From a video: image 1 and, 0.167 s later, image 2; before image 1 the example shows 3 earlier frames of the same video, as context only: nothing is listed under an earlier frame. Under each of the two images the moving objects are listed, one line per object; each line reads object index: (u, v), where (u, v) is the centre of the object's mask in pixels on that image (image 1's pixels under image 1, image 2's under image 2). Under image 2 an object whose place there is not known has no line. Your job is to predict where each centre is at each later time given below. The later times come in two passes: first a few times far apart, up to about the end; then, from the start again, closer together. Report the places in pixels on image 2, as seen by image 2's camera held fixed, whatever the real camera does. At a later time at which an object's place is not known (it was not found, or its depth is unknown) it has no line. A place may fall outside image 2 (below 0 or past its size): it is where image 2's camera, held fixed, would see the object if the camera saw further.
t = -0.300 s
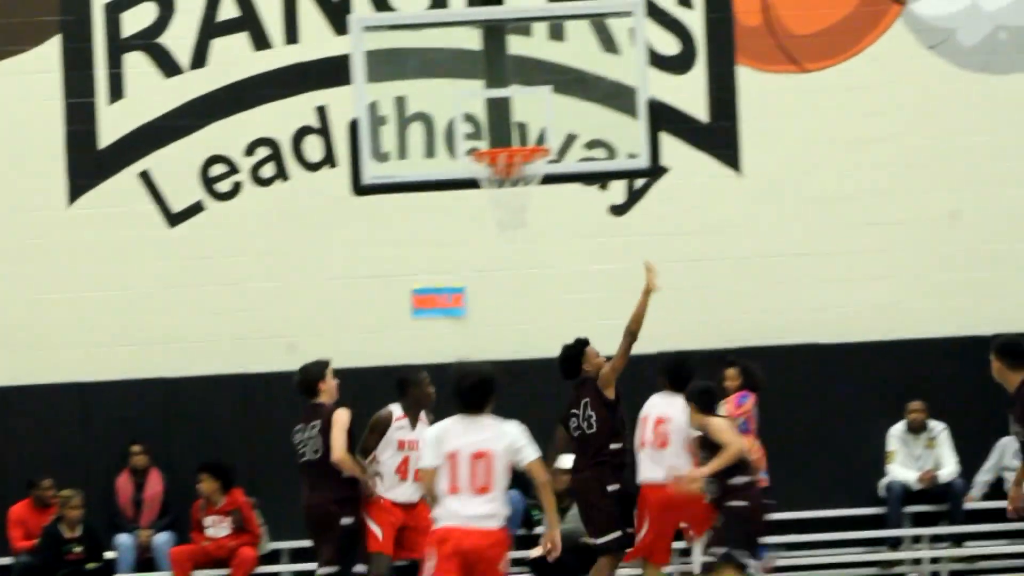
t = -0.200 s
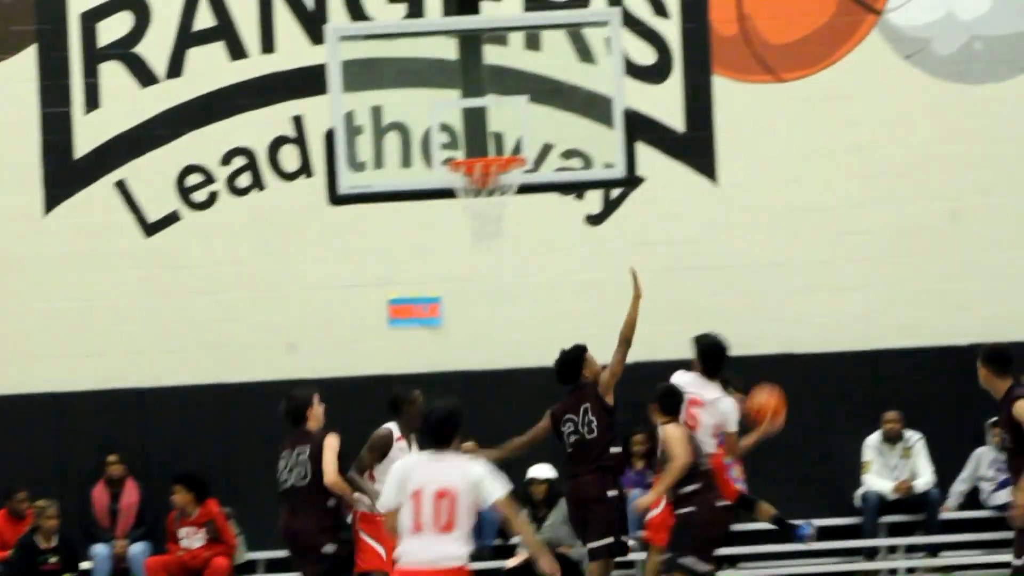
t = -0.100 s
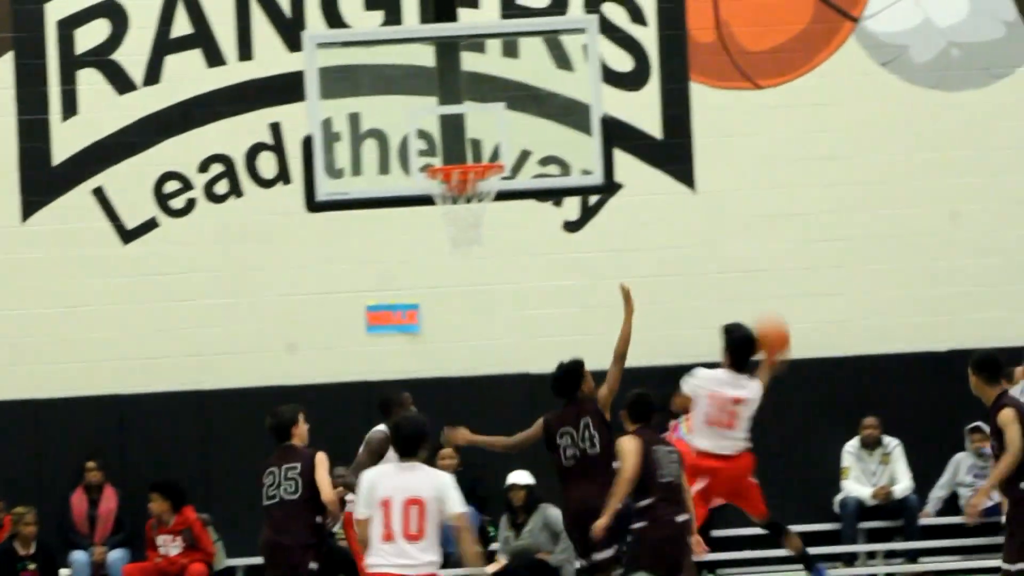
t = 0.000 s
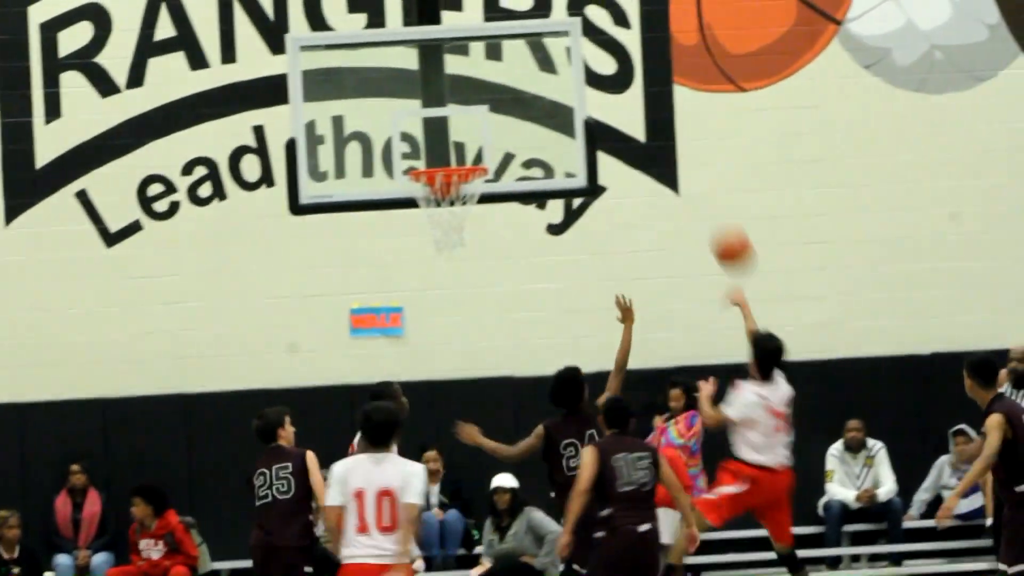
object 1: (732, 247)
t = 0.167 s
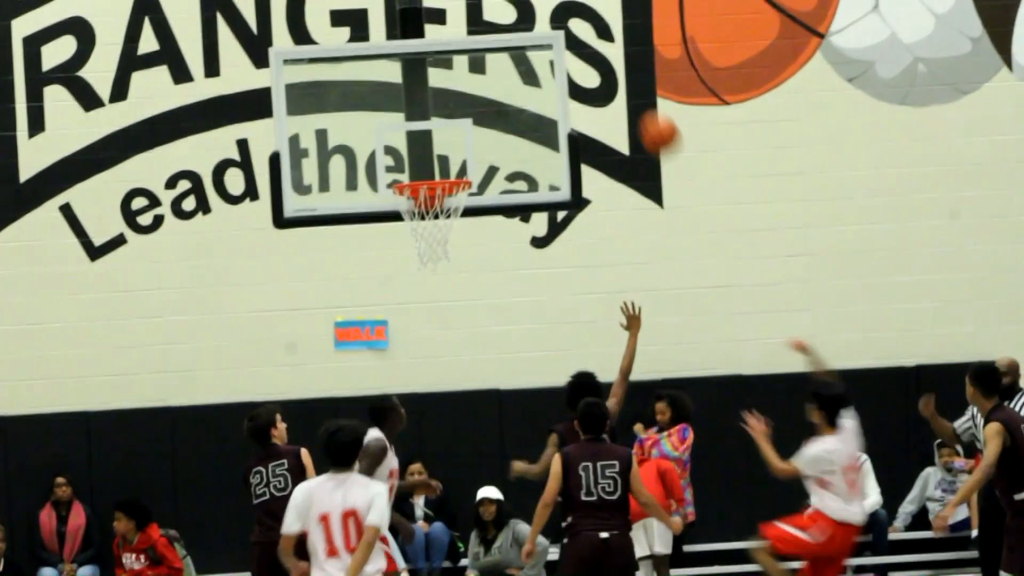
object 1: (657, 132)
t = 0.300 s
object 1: (619, 66)
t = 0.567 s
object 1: (541, 16)
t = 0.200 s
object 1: (647, 114)
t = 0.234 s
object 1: (639, 97)
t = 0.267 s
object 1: (630, 82)
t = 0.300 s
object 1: (619, 66)
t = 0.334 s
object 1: (609, 52)
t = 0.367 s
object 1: (598, 42)
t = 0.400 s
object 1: (587, 33)
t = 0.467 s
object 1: (571, 20)
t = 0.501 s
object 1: (561, 17)
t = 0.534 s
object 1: (552, 16)
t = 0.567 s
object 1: (541, 16)
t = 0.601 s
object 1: (532, 19)
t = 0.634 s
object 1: (524, 21)
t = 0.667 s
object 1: (517, 25)
